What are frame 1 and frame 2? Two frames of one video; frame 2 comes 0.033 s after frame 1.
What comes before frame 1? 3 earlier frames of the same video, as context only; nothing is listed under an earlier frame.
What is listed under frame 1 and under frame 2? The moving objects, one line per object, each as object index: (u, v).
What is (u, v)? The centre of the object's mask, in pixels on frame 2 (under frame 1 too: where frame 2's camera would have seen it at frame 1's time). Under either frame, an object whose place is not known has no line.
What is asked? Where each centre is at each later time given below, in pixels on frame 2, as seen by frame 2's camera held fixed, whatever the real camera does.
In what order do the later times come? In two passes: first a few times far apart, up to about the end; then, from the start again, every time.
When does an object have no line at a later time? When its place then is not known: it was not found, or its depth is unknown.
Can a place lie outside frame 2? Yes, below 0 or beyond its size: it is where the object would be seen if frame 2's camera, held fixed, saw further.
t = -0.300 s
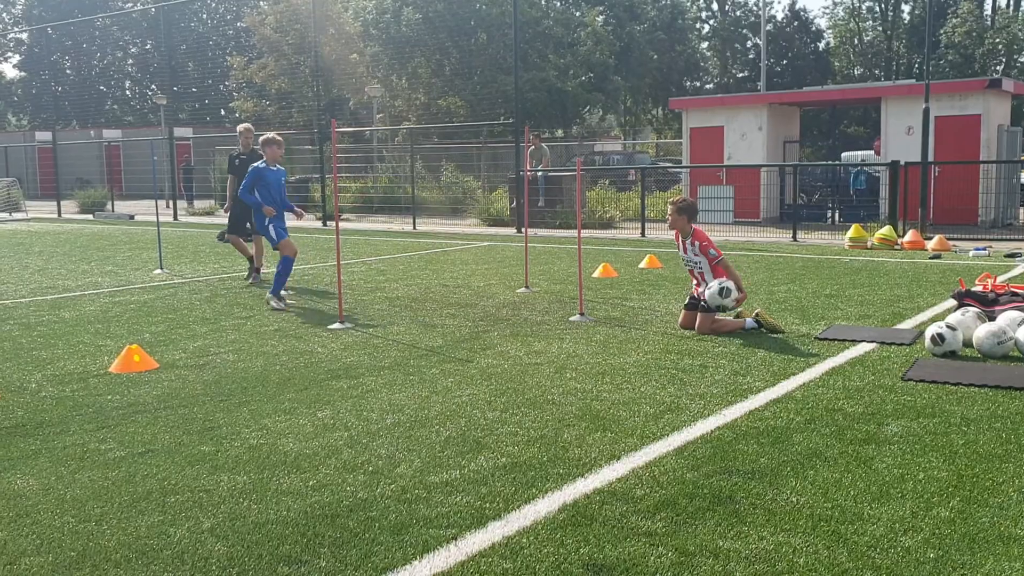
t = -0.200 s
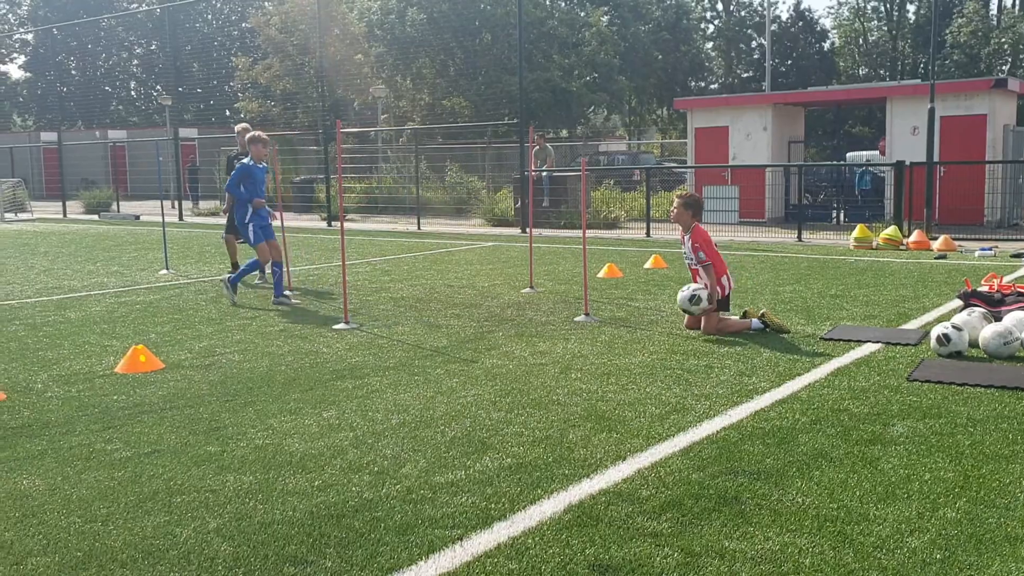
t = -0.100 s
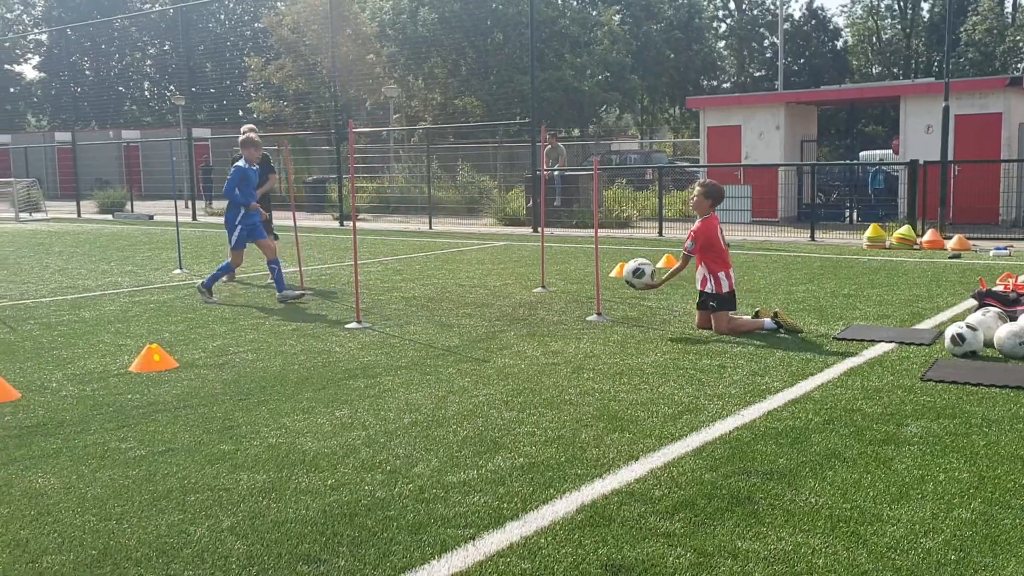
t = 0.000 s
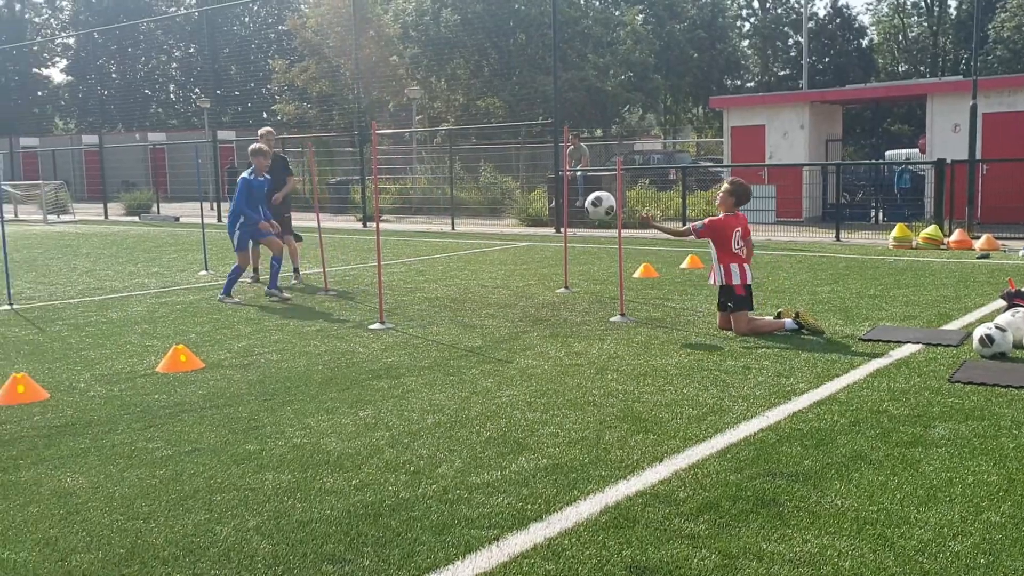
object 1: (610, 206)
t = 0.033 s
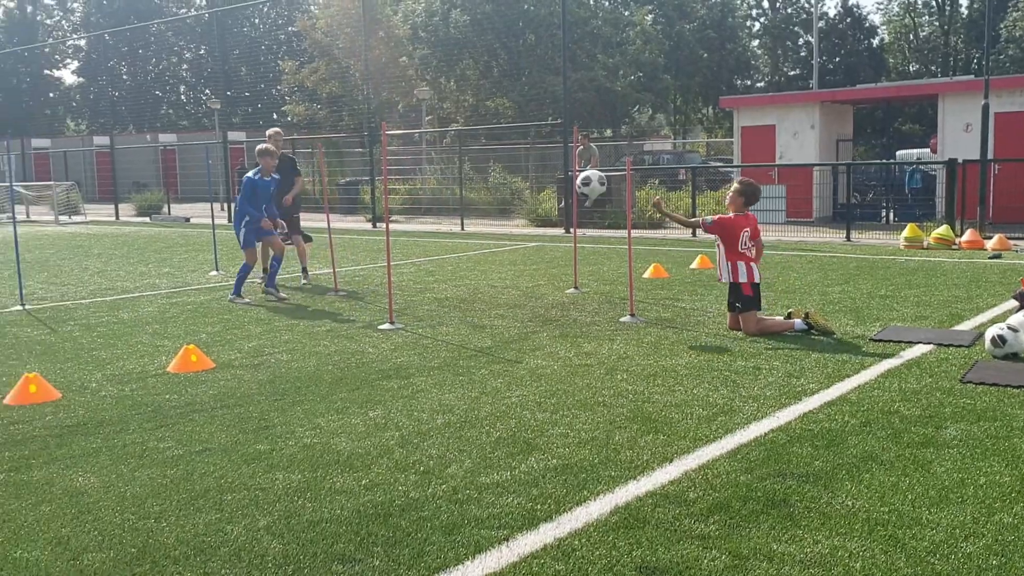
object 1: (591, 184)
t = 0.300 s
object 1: (458, 73)
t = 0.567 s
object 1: (345, 57)
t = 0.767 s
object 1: (275, 99)
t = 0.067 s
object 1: (573, 165)
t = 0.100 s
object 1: (556, 147)
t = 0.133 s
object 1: (539, 130)
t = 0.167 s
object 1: (522, 116)
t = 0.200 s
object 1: (506, 103)
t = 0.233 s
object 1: (489, 91)
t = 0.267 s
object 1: (473, 81)
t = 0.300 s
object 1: (458, 73)
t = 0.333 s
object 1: (442, 65)
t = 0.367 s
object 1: (427, 62)
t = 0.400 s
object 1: (413, 57)
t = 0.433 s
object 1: (399, 54)
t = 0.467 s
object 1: (385, 53)
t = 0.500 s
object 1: (372, 53)
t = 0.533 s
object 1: (358, 55)
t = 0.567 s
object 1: (345, 57)
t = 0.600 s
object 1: (333, 61)
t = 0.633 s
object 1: (320, 66)
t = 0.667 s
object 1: (308, 73)
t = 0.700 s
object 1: (297, 80)
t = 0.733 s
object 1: (286, 90)
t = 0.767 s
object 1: (275, 99)
